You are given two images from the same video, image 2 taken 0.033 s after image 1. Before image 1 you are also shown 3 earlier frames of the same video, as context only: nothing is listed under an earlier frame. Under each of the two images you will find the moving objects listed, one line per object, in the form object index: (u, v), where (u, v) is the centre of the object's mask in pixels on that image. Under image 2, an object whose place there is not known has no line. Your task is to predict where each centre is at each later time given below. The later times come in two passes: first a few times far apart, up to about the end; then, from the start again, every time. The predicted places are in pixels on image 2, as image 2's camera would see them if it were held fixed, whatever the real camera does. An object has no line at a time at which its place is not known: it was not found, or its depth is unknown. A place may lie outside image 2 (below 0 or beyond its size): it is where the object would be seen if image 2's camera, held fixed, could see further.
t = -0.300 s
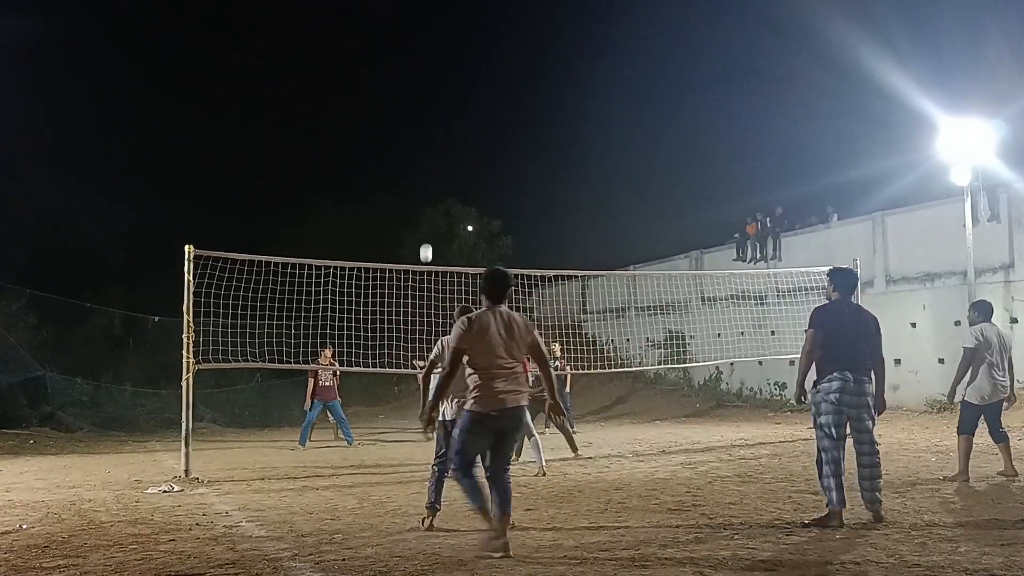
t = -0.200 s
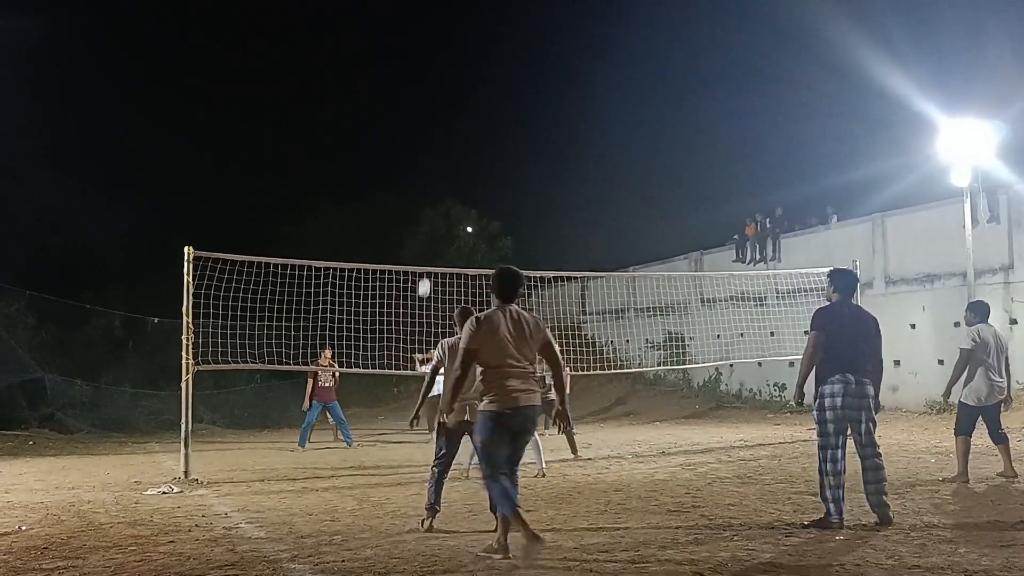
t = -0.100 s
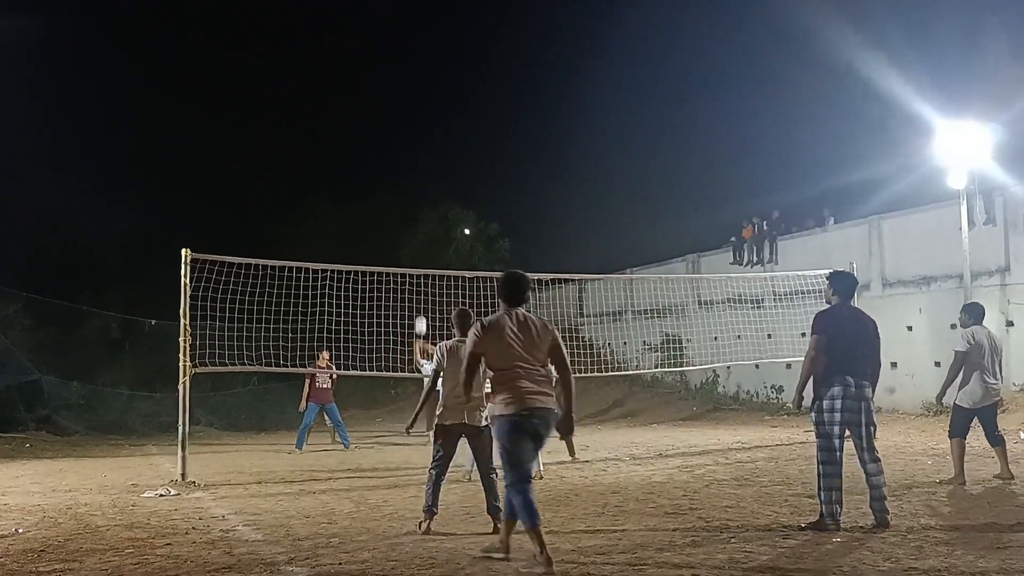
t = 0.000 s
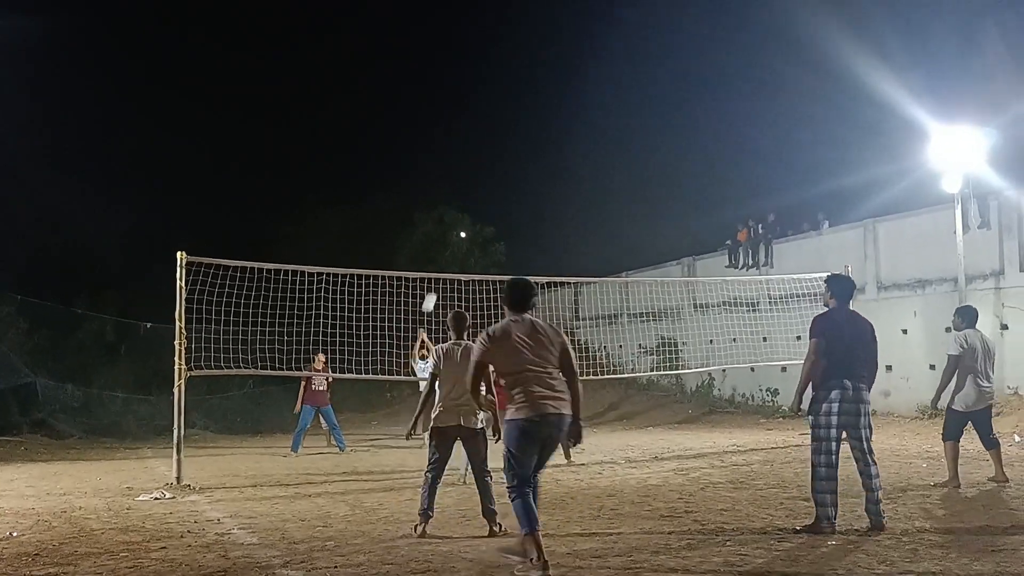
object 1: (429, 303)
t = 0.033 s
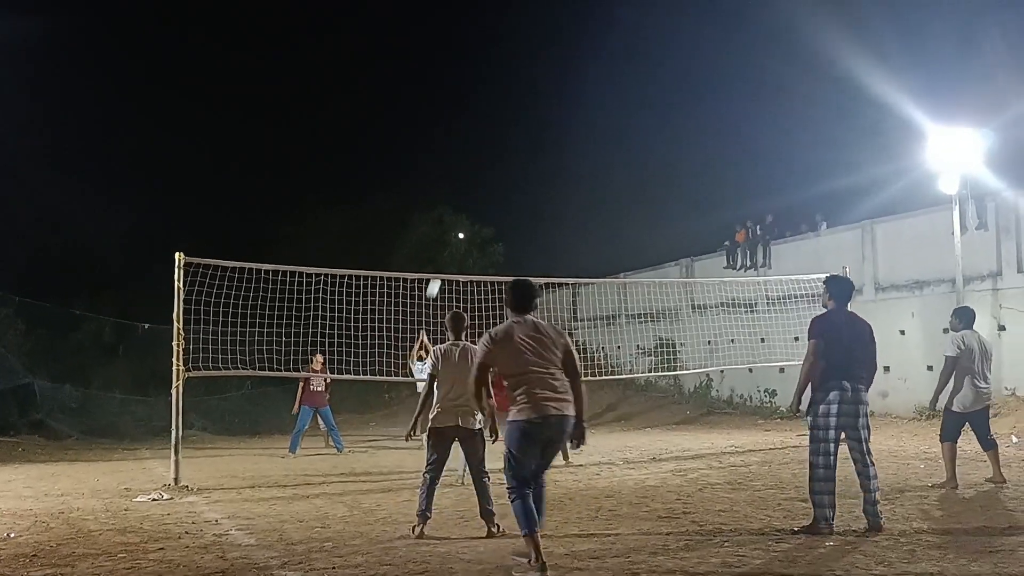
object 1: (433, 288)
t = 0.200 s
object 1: (463, 214)
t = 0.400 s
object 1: (503, 139)
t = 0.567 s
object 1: (540, 89)
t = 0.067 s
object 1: (439, 271)
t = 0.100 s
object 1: (444, 258)
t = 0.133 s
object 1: (450, 243)
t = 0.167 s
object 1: (457, 228)
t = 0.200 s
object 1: (463, 214)
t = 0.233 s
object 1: (469, 200)
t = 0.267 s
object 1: (476, 187)
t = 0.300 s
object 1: (483, 175)
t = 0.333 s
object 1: (489, 162)
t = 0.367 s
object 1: (496, 151)
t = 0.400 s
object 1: (503, 139)
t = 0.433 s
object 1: (510, 129)
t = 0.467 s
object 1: (516, 118)
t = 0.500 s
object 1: (525, 108)
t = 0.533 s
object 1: (532, 99)
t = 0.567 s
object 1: (540, 89)
